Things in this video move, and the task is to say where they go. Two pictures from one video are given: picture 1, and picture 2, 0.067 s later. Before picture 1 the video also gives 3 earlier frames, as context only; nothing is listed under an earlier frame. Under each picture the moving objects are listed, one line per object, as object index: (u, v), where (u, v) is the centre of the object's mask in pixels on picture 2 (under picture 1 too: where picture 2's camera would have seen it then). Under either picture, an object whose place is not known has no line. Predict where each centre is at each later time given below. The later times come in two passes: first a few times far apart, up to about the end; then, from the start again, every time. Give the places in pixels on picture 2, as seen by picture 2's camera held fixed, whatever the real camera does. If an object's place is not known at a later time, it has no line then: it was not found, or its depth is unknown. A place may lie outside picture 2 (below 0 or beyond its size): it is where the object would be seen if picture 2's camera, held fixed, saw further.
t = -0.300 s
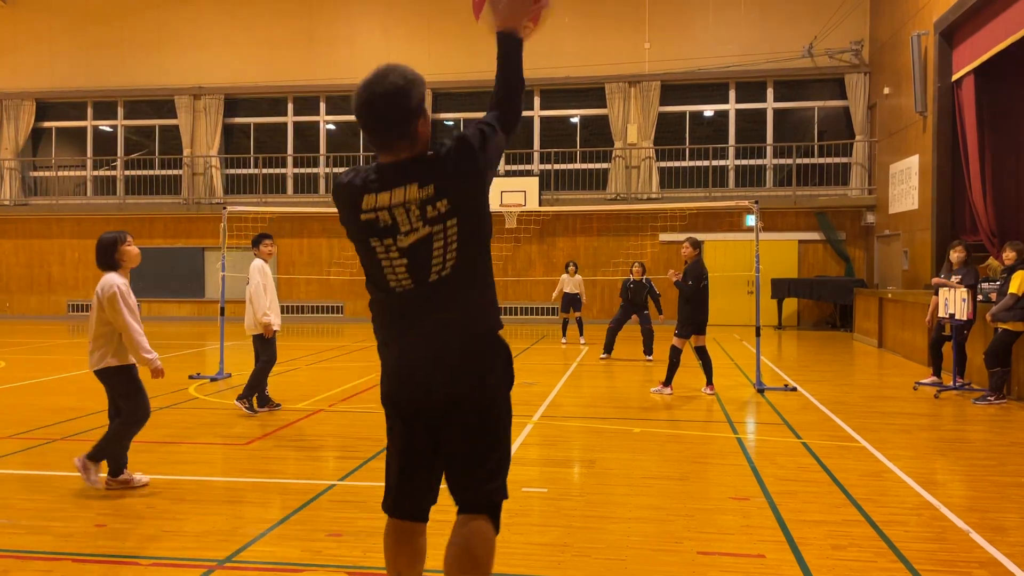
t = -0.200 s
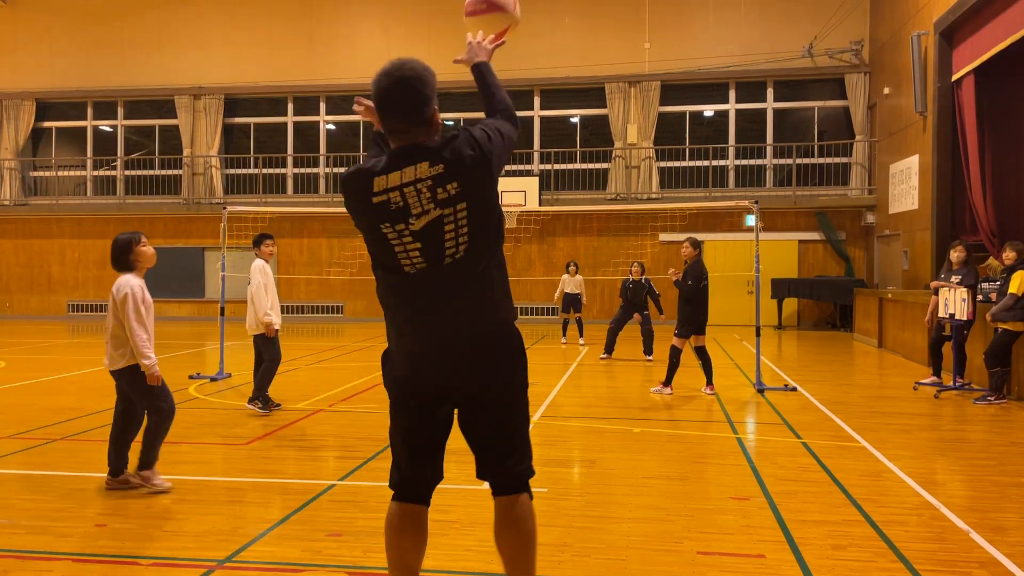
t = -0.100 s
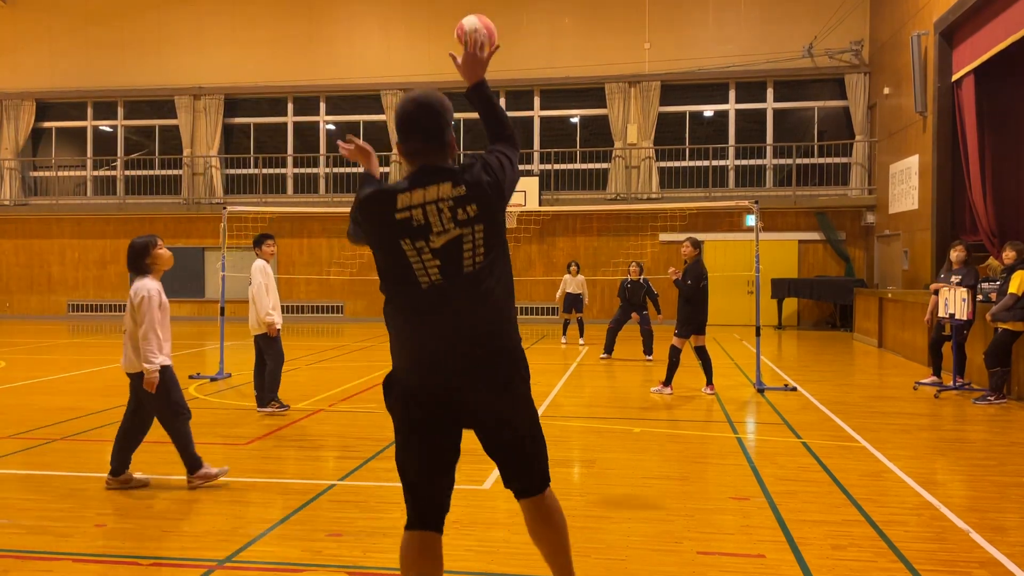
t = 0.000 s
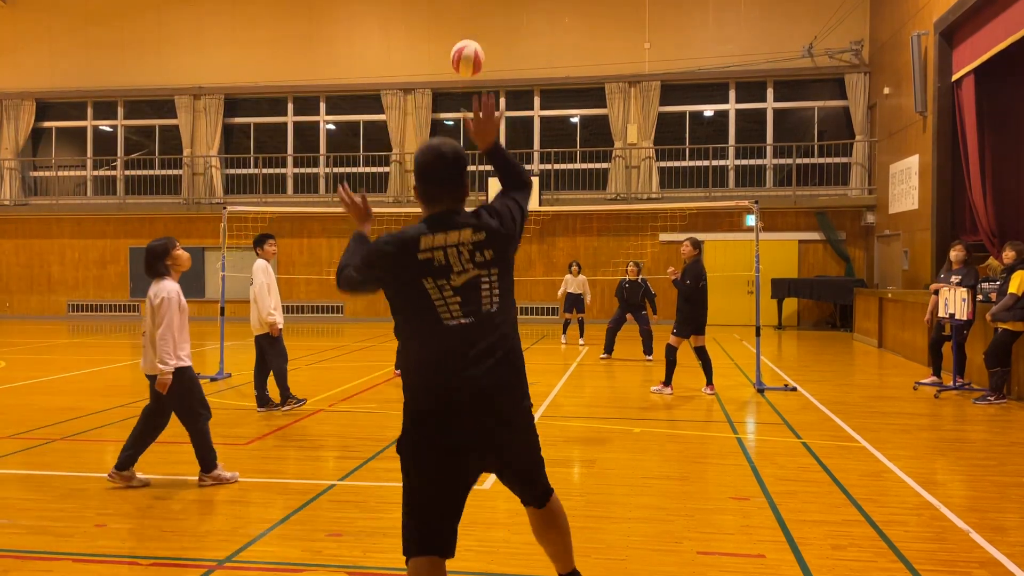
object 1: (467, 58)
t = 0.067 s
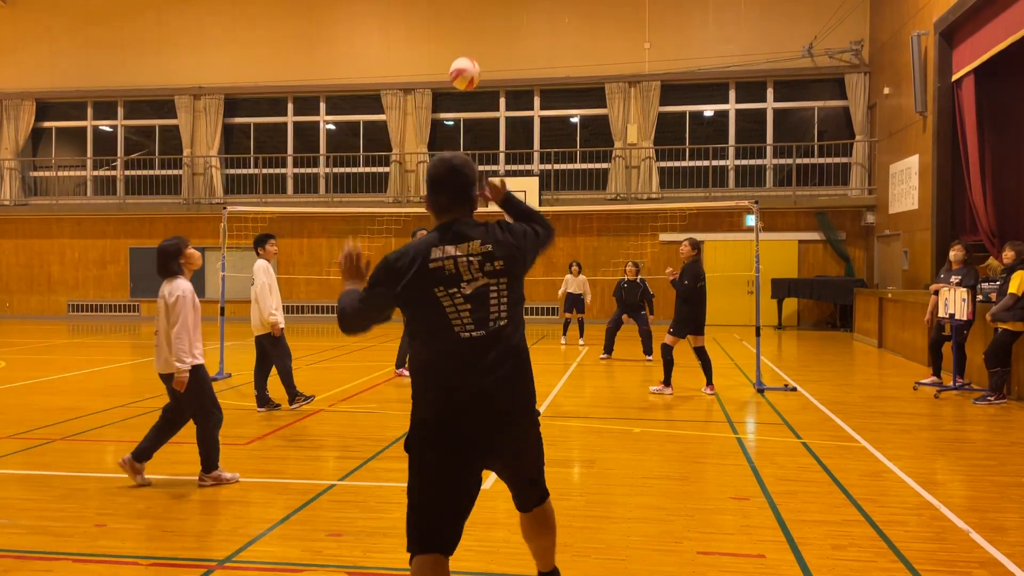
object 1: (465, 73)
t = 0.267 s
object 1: (459, 121)
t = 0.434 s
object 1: (455, 170)
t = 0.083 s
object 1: (464, 78)
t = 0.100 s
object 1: (464, 82)
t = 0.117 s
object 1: (463, 85)
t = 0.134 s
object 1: (463, 89)
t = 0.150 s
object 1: (462, 93)
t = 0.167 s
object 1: (462, 97)
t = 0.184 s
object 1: (461, 101)
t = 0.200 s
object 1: (461, 104)
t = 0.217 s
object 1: (460, 109)
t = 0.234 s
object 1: (460, 113)
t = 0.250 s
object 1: (459, 117)
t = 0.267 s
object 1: (459, 121)
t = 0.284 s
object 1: (459, 126)
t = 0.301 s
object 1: (458, 130)
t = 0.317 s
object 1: (458, 135)
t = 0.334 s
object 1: (458, 139)
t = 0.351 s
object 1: (457, 144)
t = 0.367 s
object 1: (457, 149)
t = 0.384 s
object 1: (457, 154)
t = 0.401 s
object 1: (456, 159)
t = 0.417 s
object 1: (456, 164)
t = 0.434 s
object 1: (455, 170)
